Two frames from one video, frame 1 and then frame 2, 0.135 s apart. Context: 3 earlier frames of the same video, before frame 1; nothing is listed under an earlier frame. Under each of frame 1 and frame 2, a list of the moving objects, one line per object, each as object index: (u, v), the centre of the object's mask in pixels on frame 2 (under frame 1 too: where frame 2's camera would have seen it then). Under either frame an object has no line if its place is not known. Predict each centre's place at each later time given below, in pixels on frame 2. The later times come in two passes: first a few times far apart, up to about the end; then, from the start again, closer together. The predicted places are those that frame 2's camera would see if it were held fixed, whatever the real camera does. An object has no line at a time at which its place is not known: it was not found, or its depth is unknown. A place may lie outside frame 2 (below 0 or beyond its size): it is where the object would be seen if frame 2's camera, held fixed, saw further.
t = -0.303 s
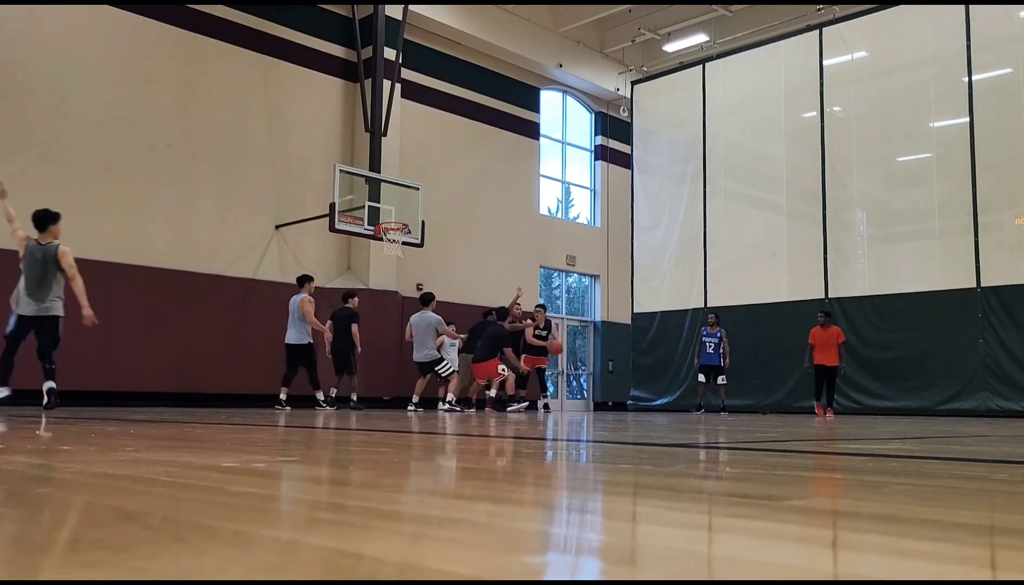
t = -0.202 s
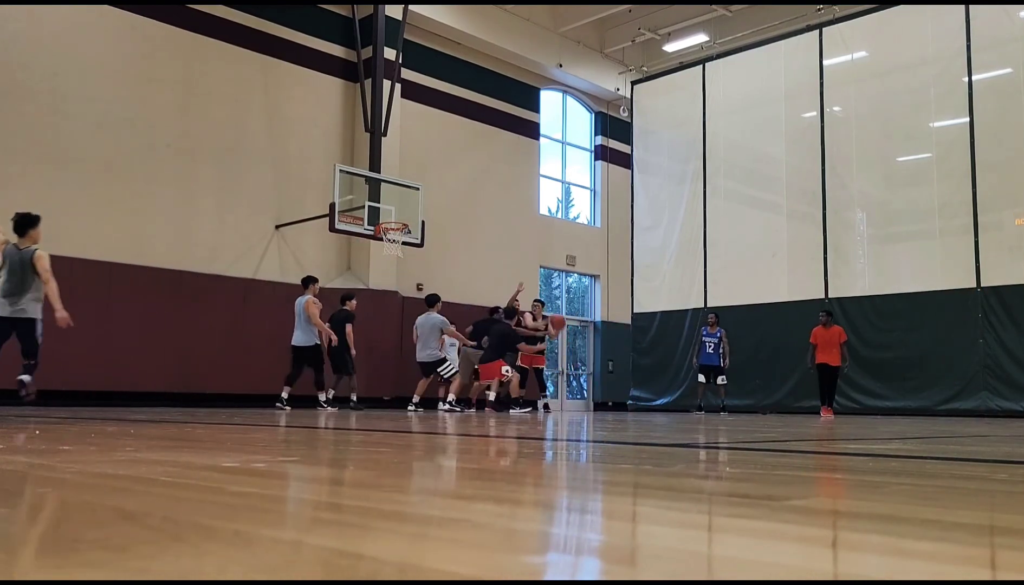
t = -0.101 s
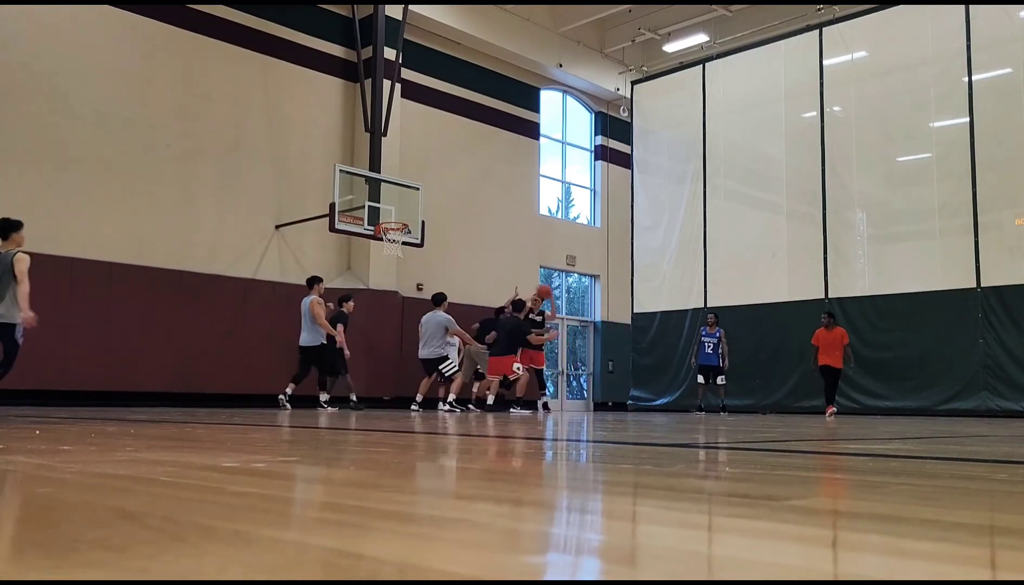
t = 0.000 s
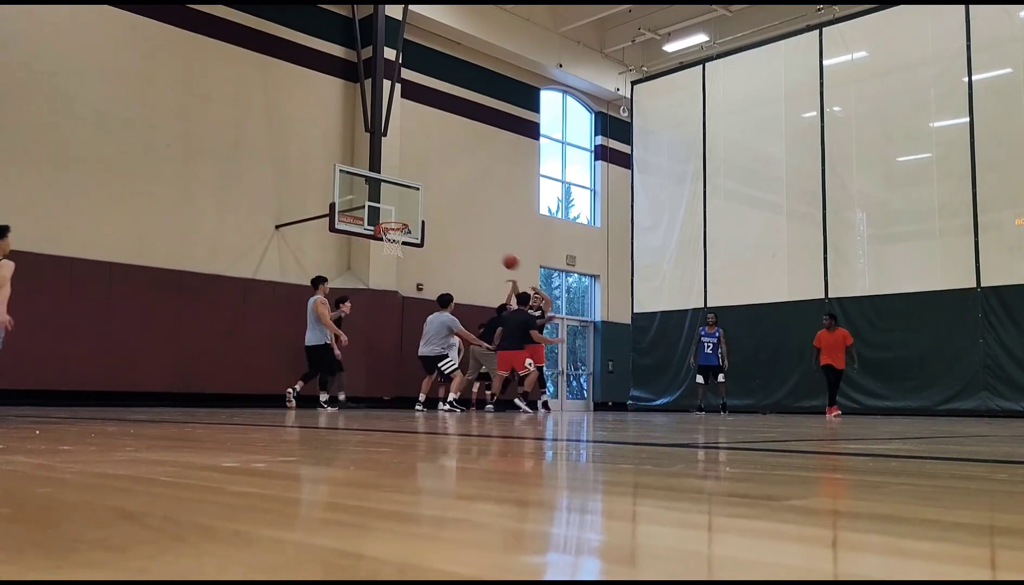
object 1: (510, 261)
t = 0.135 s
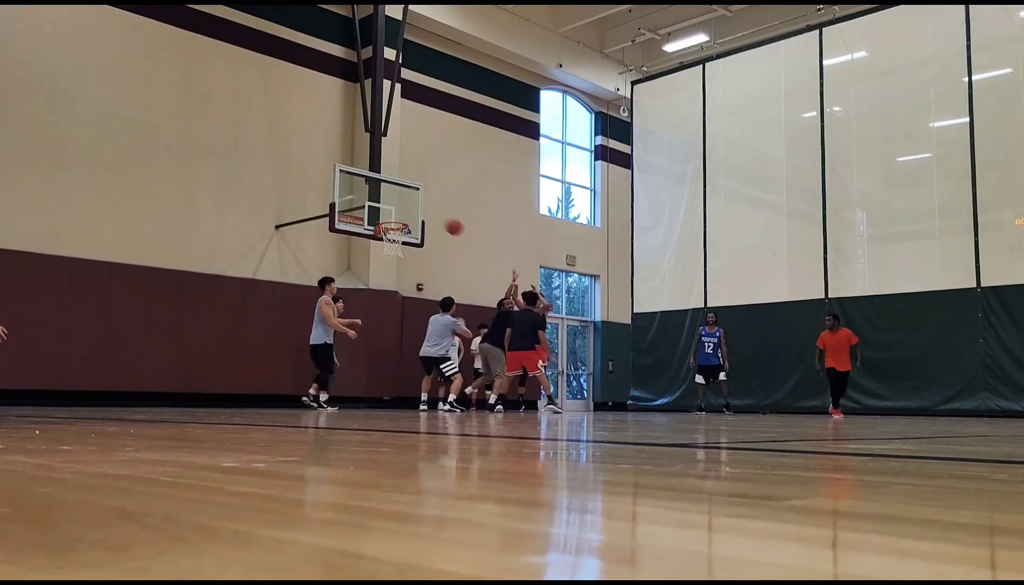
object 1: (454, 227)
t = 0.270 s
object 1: (391, 199)
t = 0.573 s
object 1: (217, 177)
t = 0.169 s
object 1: (439, 219)
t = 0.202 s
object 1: (423, 212)
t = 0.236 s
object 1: (407, 206)
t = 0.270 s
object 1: (391, 199)
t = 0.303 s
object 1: (373, 195)
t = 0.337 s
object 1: (356, 191)
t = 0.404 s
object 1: (319, 183)
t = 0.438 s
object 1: (301, 180)
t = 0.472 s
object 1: (281, 178)
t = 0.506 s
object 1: (260, 177)
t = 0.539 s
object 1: (239, 176)
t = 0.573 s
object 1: (217, 177)
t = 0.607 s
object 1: (194, 178)
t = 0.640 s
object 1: (171, 181)
